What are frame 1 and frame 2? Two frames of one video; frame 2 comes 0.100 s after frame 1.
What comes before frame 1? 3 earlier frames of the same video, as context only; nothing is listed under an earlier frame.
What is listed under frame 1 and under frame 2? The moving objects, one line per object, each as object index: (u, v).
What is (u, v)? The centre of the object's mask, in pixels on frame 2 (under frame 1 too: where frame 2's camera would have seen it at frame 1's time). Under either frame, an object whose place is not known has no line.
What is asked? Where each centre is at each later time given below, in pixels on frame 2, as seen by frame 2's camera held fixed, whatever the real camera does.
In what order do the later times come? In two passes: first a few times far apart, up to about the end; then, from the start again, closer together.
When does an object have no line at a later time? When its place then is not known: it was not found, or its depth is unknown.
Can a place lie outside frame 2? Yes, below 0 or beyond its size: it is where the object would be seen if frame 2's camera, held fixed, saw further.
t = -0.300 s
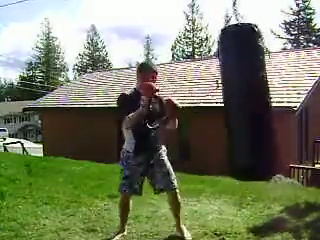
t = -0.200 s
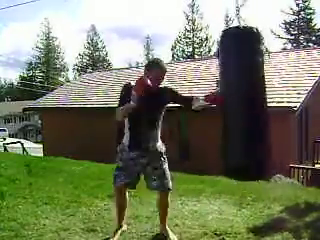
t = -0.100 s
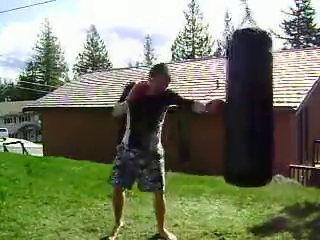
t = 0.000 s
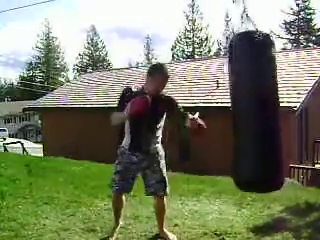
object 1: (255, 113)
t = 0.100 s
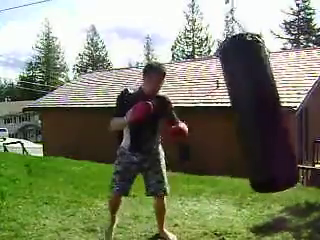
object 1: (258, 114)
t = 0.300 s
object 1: (263, 106)
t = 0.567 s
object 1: (256, 107)
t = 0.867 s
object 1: (247, 107)
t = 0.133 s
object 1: (259, 112)
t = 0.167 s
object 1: (260, 111)
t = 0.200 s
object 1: (261, 110)
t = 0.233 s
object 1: (262, 109)
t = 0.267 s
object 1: (262, 106)
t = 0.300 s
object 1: (263, 106)
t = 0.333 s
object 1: (263, 104)
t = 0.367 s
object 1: (263, 103)
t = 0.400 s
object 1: (263, 103)
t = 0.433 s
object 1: (262, 103)
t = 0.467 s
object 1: (261, 103)
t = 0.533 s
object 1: (258, 105)
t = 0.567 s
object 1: (256, 107)
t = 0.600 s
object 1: (254, 107)
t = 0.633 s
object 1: (253, 109)
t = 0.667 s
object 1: (250, 108)
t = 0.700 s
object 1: (250, 109)
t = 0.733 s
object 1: (249, 108)
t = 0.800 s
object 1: (249, 108)
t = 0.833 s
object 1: (247, 106)
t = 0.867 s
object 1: (247, 107)
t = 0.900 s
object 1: (245, 103)
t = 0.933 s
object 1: (243, 100)
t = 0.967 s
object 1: (241, 100)
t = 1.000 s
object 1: (239, 98)
